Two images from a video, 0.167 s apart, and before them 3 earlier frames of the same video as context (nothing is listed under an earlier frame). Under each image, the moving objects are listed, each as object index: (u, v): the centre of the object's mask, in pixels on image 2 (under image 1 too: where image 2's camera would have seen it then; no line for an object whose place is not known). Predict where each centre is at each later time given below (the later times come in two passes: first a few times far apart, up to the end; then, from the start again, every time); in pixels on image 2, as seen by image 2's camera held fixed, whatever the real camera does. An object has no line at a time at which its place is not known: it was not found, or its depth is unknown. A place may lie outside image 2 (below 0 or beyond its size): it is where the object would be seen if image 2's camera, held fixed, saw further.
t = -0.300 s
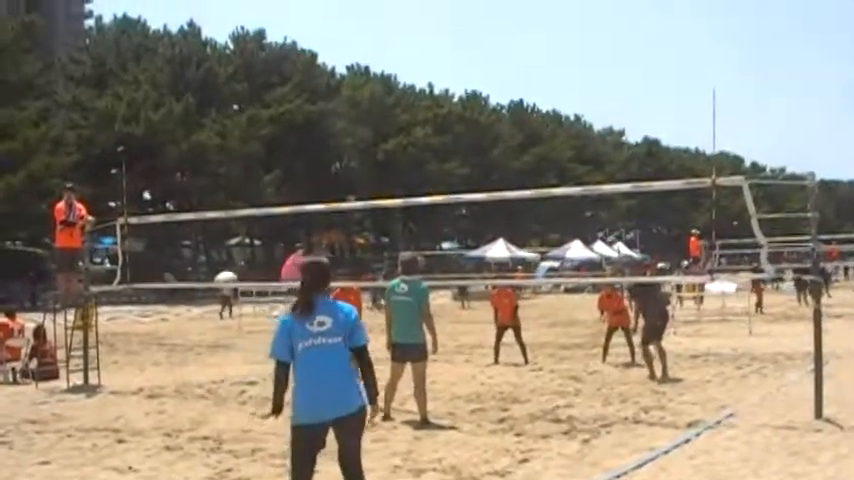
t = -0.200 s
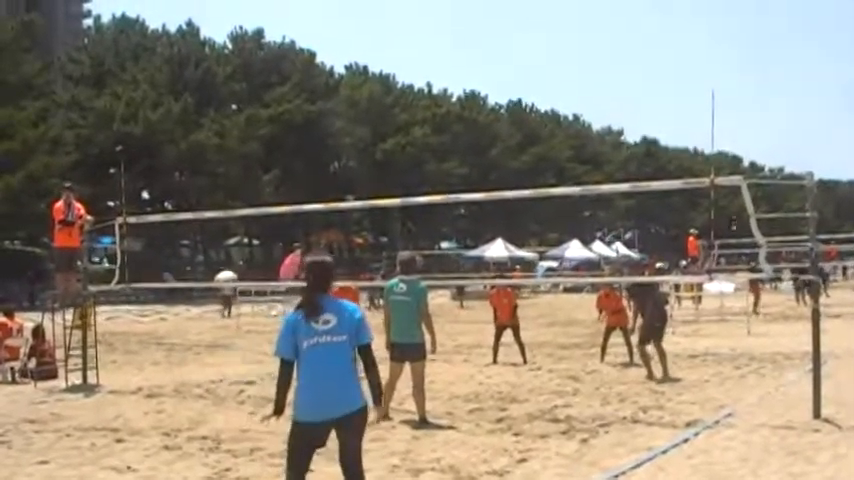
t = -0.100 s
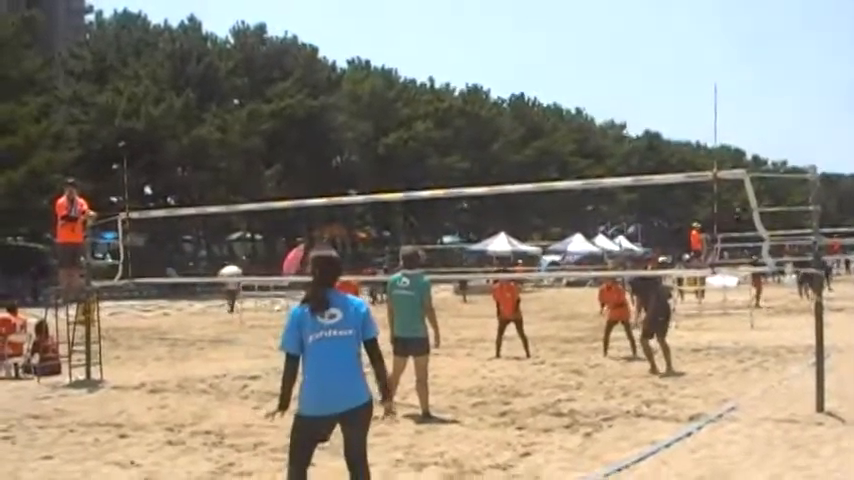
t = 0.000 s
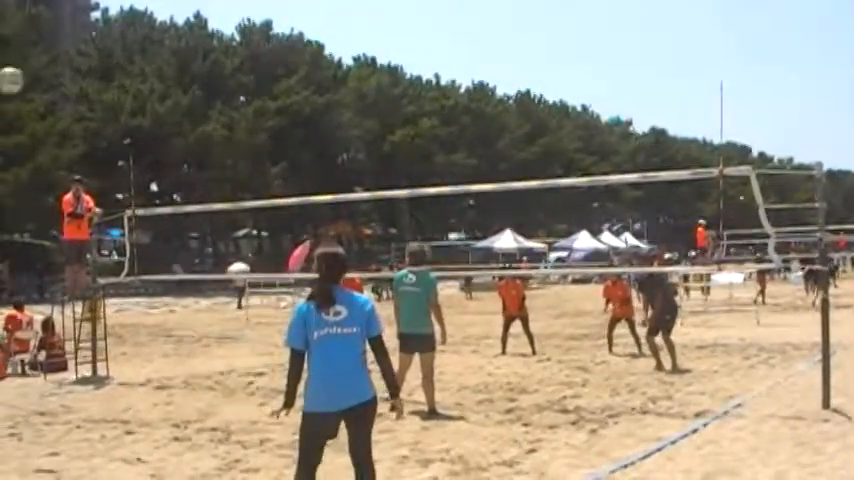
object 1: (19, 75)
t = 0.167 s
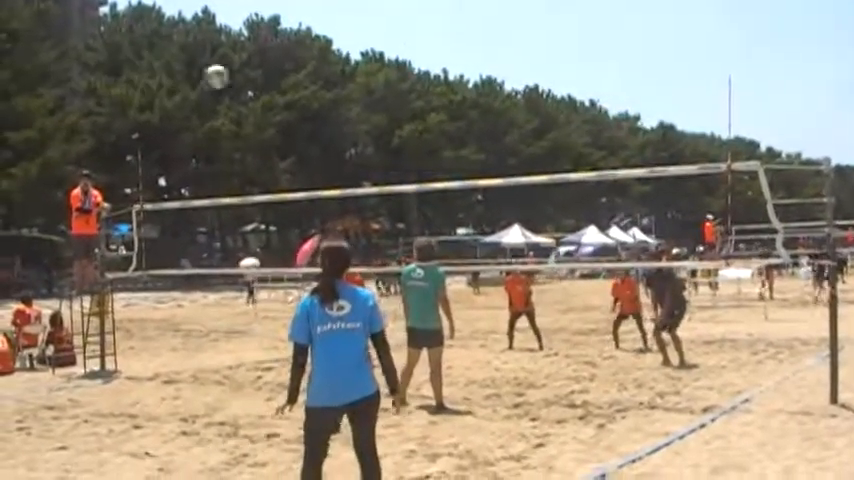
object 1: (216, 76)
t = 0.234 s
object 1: (281, 83)
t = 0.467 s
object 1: (463, 135)
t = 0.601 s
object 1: (538, 171)
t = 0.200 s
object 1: (250, 80)
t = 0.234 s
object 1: (281, 83)
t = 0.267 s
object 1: (312, 88)
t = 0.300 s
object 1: (340, 95)
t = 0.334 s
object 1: (367, 101)
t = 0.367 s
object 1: (394, 109)
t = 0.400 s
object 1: (418, 117)
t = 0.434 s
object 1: (441, 125)
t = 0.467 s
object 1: (463, 135)
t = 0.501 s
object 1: (483, 145)
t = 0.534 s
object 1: (503, 154)
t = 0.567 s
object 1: (521, 164)
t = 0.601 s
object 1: (538, 171)
